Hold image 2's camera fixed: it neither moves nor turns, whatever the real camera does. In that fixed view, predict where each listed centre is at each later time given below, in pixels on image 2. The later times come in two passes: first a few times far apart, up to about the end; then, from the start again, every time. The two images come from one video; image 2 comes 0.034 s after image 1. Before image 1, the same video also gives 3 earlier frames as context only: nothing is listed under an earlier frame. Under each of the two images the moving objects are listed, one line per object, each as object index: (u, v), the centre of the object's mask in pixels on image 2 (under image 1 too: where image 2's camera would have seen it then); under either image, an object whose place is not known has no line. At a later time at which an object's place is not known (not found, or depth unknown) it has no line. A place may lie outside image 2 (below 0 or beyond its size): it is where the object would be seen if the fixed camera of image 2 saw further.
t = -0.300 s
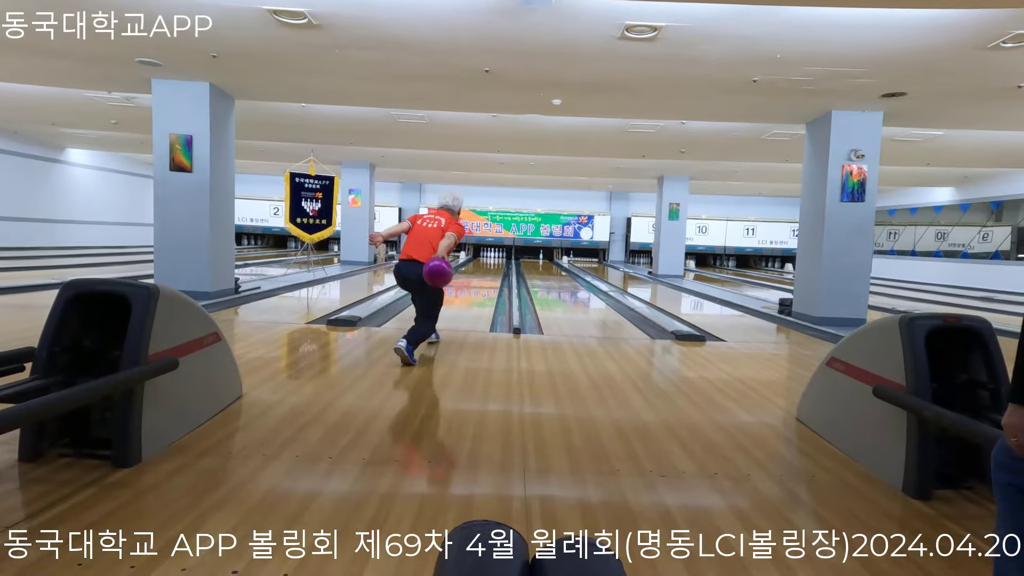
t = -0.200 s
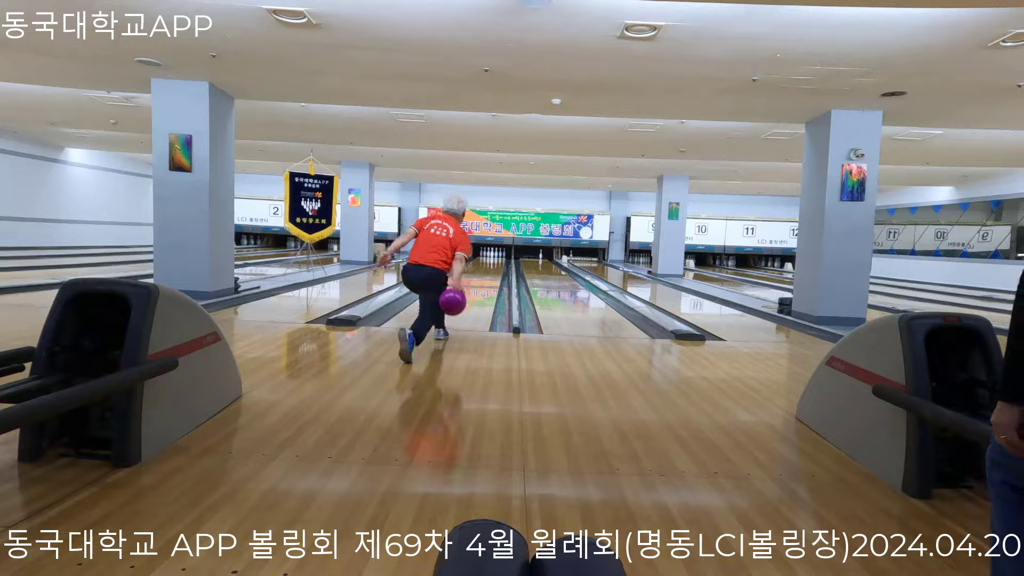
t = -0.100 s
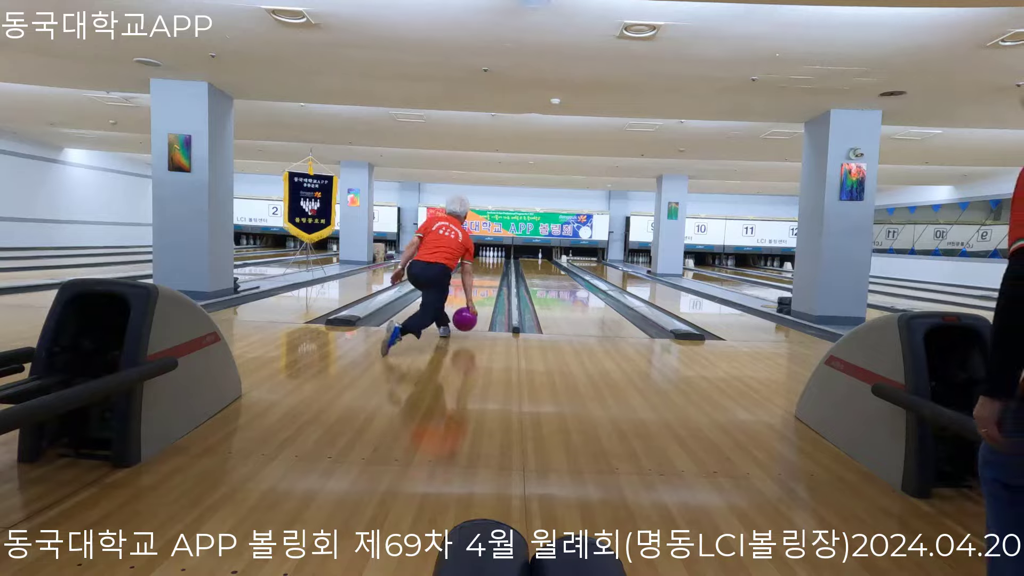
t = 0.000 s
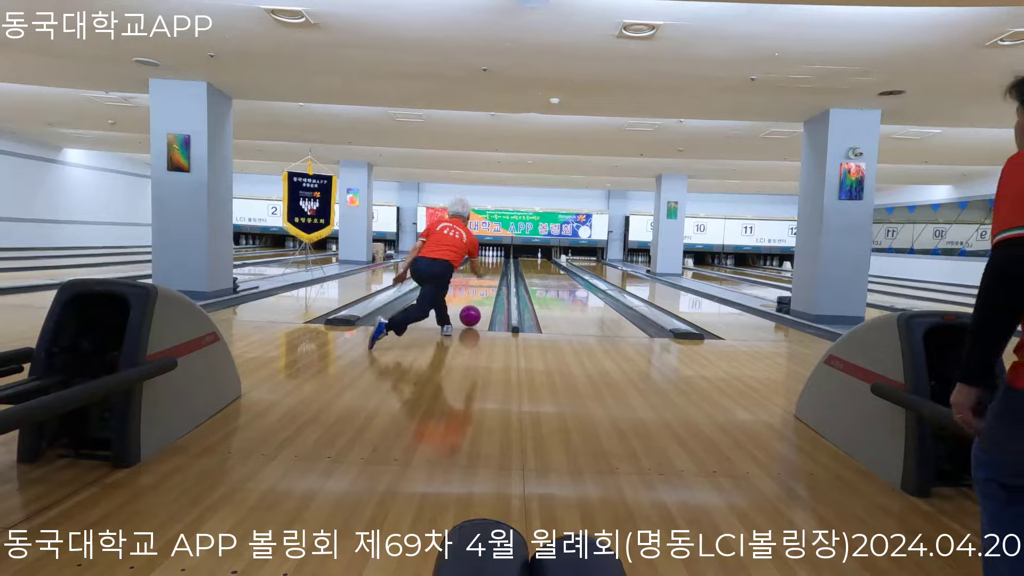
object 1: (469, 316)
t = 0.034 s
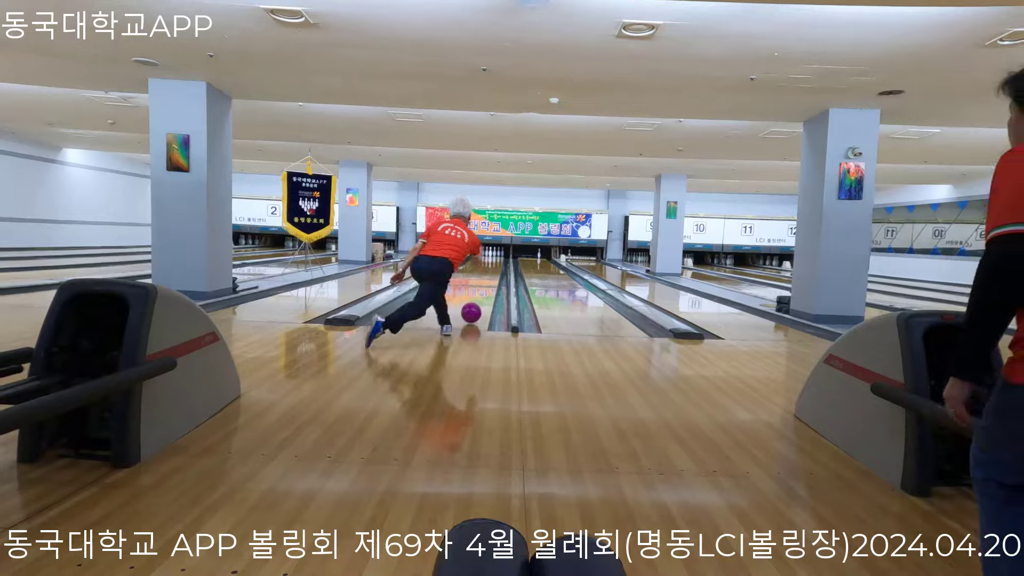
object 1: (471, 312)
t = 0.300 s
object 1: (479, 294)
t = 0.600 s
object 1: (484, 281)
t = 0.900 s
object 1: (486, 273)
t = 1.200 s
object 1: (487, 267)
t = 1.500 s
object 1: (488, 263)
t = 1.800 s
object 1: (489, 260)
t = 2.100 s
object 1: (489, 257)
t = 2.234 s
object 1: (489, 255)
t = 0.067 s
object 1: (472, 310)
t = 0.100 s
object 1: (473, 307)
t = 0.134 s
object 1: (474, 304)
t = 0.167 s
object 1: (475, 302)
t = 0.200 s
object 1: (476, 300)
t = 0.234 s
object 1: (477, 298)
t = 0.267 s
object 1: (478, 296)
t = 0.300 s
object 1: (479, 294)
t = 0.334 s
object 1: (479, 292)
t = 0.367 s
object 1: (480, 290)
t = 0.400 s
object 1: (481, 289)
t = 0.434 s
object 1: (481, 287)
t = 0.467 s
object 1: (481, 286)
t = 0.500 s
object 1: (482, 285)
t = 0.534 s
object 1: (482, 283)
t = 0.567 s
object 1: (483, 282)
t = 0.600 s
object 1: (484, 281)
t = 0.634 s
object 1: (484, 280)
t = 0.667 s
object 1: (484, 279)
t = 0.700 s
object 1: (485, 278)
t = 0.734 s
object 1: (485, 277)
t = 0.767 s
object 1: (485, 277)
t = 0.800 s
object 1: (485, 275)
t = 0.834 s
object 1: (486, 274)
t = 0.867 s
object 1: (486, 274)
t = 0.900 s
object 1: (486, 273)
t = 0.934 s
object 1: (486, 272)
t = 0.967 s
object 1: (486, 272)
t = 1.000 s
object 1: (487, 271)
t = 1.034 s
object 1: (487, 270)
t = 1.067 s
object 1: (487, 269)
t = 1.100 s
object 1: (487, 268)
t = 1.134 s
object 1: (487, 267)
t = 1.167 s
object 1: (487, 267)
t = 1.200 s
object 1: (487, 267)
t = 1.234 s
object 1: (487, 267)
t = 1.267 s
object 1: (488, 266)
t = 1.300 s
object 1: (487, 266)
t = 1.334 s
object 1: (487, 266)
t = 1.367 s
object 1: (488, 265)
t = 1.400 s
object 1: (488, 264)
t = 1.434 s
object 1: (488, 264)
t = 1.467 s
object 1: (488, 263)
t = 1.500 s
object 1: (488, 263)
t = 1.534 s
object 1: (488, 263)
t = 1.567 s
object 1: (488, 262)
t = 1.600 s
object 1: (489, 262)
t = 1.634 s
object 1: (489, 261)
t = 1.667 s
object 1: (489, 261)
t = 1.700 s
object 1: (489, 261)
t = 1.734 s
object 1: (489, 261)
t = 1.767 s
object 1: (489, 260)
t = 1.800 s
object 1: (489, 260)
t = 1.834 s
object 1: (489, 260)
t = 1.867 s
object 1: (489, 260)
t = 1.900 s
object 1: (489, 260)
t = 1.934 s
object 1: (489, 260)
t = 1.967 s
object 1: (488, 260)
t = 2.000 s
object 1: (489, 259)
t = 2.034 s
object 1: (489, 258)
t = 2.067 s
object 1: (489, 258)
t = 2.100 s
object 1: (489, 257)
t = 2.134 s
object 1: (489, 256)
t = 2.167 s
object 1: (489, 256)
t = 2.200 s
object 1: (489, 256)
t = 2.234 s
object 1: (489, 255)
